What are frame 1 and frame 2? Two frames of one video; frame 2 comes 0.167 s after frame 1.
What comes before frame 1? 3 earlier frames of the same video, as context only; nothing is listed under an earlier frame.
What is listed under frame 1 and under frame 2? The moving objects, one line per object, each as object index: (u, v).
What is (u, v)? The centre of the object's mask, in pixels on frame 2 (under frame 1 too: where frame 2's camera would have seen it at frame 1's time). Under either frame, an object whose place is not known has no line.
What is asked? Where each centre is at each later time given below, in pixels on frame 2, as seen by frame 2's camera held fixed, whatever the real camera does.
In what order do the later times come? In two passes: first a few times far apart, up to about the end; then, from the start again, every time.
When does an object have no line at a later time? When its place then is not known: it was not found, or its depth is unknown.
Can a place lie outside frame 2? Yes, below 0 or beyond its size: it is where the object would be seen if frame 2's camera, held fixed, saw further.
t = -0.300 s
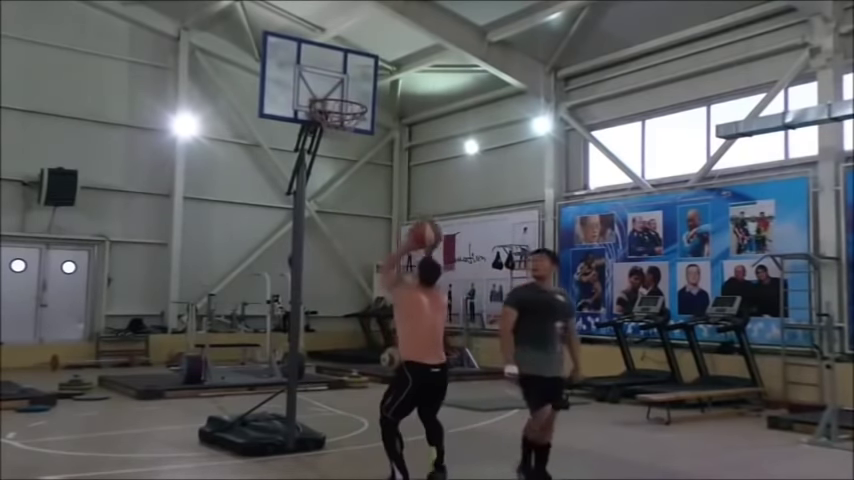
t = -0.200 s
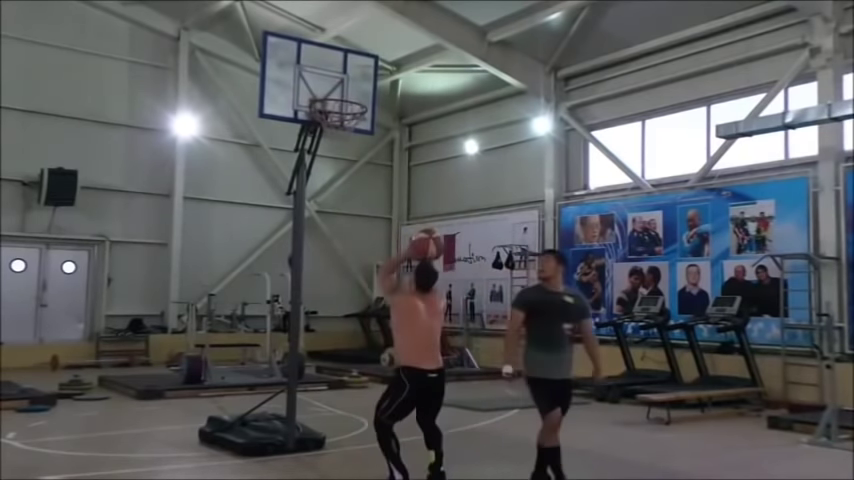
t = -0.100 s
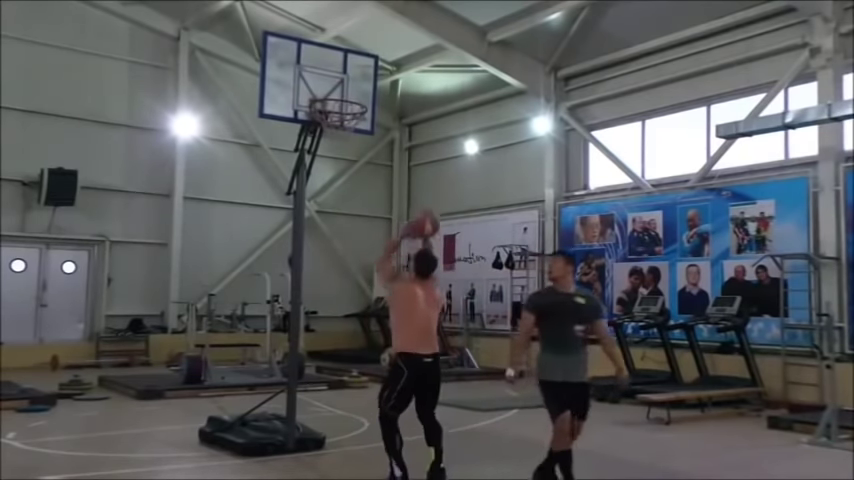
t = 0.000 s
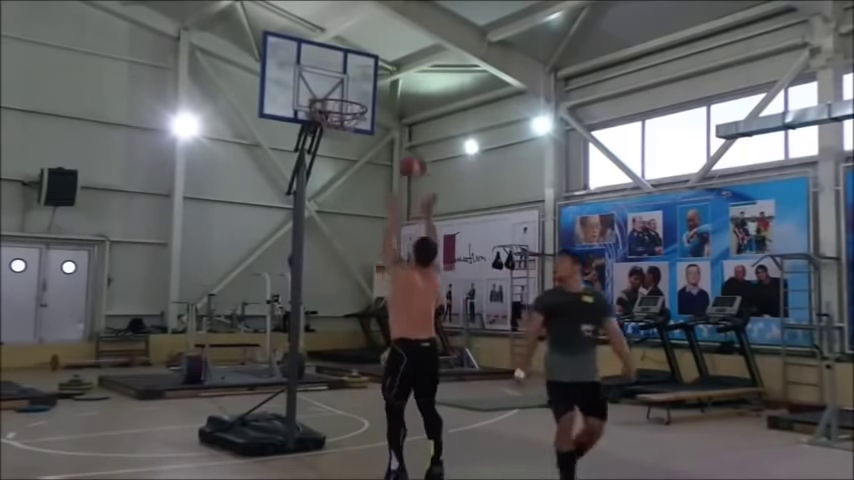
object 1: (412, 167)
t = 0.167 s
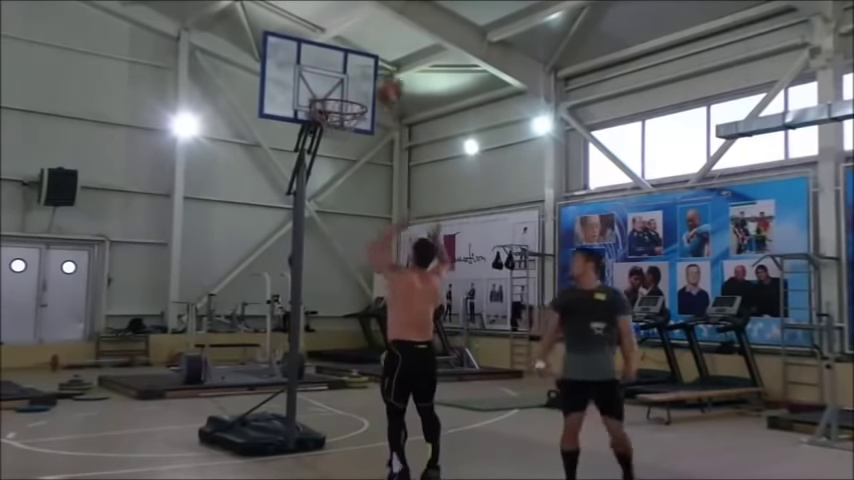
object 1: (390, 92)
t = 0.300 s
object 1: (372, 57)
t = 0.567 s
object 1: (339, 57)
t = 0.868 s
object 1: (327, 84)
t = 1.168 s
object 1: (345, 84)
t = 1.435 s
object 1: (366, 120)
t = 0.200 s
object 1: (385, 78)
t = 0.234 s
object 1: (380, 70)
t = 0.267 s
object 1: (378, 64)
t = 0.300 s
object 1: (372, 57)
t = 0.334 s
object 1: (367, 52)
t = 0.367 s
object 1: (364, 49)
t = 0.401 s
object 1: (360, 47)
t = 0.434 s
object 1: (356, 46)
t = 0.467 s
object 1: (351, 47)
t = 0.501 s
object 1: (347, 49)
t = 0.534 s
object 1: (343, 52)
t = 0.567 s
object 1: (339, 57)
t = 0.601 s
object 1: (334, 62)
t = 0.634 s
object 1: (331, 69)
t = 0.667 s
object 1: (327, 77)
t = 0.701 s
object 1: (322, 86)
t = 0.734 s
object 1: (320, 95)
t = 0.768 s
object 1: (321, 95)
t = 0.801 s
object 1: (322, 91)
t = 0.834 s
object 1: (324, 86)
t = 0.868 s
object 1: (327, 84)
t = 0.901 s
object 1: (329, 81)
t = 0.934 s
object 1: (330, 80)
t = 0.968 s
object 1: (332, 81)
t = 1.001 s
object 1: (334, 82)
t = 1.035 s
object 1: (336, 85)
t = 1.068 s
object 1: (338, 87)
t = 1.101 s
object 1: (340, 85)
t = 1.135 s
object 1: (342, 84)
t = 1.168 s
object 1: (345, 84)
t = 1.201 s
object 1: (348, 83)
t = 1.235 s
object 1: (350, 84)
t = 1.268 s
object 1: (353, 88)
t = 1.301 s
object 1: (355, 91)
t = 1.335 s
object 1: (358, 96)
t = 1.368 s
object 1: (360, 103)
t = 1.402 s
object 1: (364, 110)
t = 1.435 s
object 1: (366, 120)
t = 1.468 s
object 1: (368, 133)
